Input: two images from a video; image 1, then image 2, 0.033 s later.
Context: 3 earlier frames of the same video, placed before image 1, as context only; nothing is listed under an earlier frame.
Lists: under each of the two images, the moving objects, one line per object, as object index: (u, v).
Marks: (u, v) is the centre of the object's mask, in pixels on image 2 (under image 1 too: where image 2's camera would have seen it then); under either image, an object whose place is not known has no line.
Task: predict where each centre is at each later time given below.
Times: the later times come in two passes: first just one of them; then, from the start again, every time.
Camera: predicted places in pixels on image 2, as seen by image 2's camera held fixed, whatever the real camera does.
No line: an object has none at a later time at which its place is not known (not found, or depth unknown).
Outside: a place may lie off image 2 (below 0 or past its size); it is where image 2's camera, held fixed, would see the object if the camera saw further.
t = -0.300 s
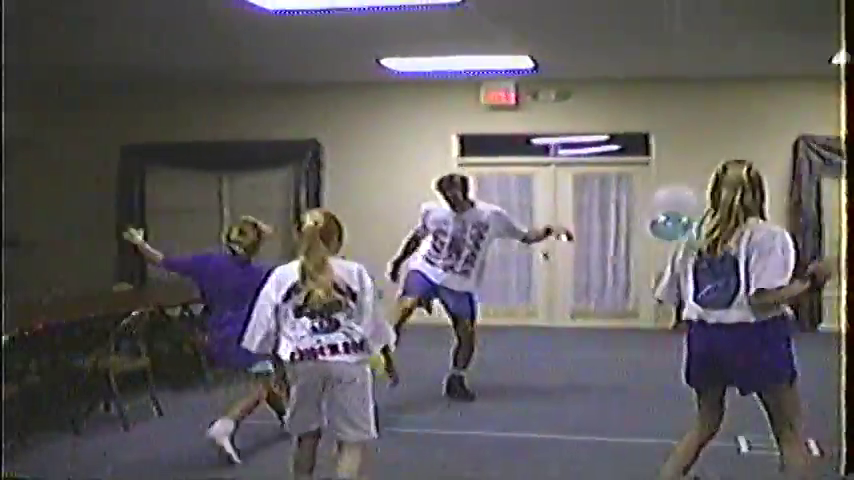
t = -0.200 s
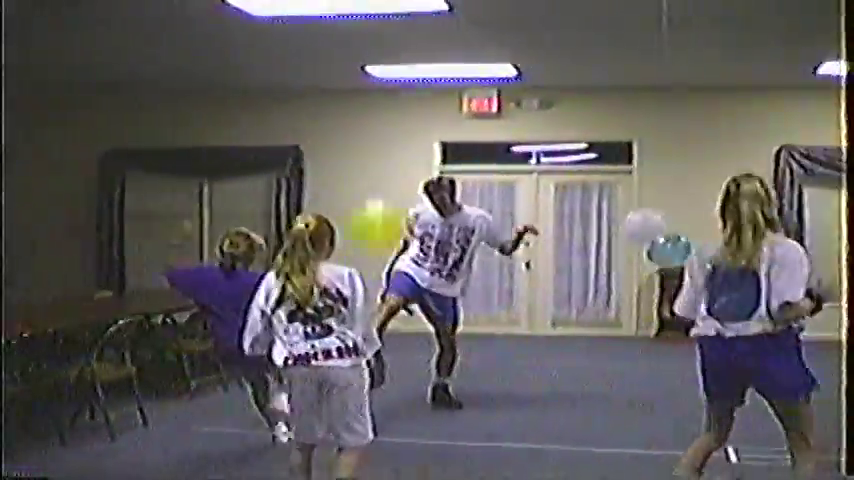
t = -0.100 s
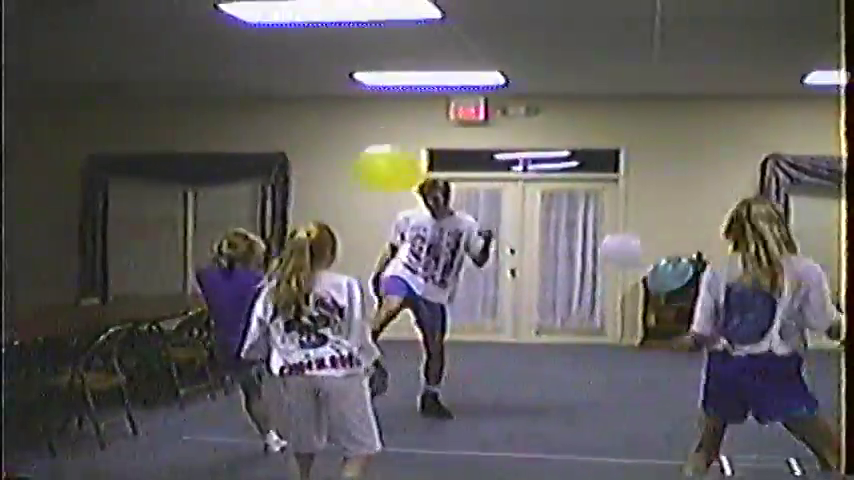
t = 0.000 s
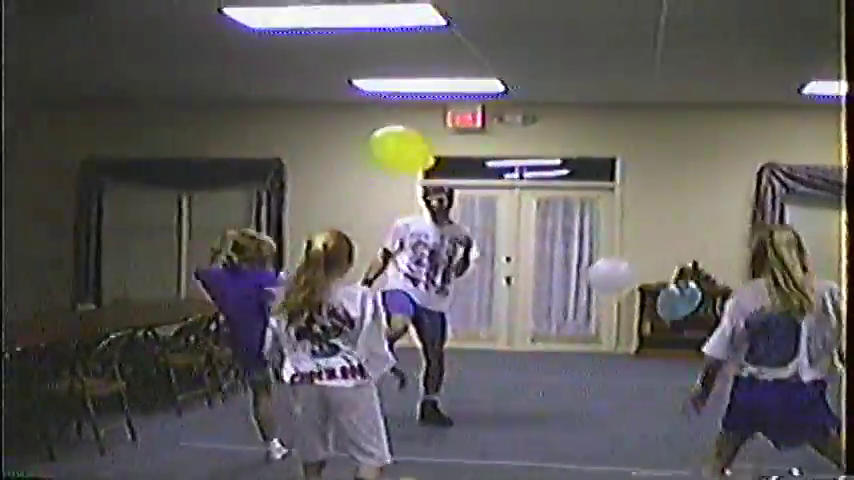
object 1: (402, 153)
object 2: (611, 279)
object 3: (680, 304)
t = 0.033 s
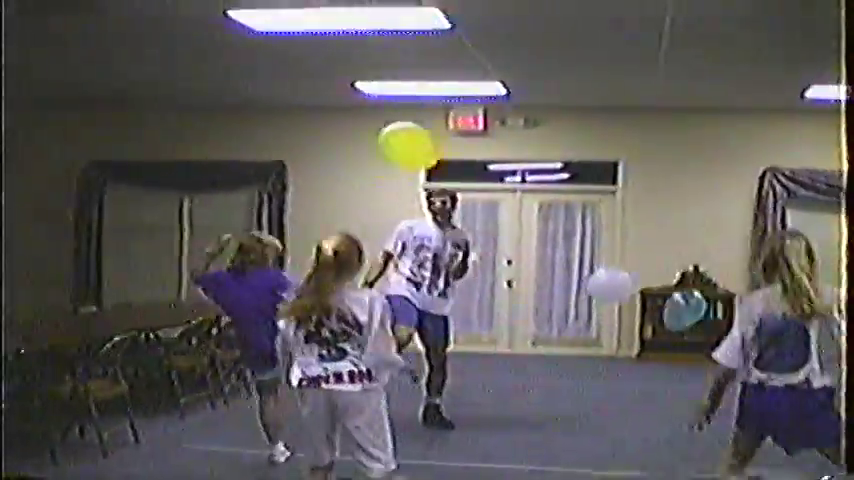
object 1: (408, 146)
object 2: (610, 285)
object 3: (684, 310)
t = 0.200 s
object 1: (435, 127)
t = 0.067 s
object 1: (413, 140)
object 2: (609, 290)
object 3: (688, 316)
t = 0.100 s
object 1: (420, 136)
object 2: (608, 296)
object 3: (692, 322)
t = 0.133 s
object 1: (424, 132)
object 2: (608, 300)
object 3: (696, 328)
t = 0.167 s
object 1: (430, 130)
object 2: (608, 307)
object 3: (700, 335)
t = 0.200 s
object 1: (435, 127)
